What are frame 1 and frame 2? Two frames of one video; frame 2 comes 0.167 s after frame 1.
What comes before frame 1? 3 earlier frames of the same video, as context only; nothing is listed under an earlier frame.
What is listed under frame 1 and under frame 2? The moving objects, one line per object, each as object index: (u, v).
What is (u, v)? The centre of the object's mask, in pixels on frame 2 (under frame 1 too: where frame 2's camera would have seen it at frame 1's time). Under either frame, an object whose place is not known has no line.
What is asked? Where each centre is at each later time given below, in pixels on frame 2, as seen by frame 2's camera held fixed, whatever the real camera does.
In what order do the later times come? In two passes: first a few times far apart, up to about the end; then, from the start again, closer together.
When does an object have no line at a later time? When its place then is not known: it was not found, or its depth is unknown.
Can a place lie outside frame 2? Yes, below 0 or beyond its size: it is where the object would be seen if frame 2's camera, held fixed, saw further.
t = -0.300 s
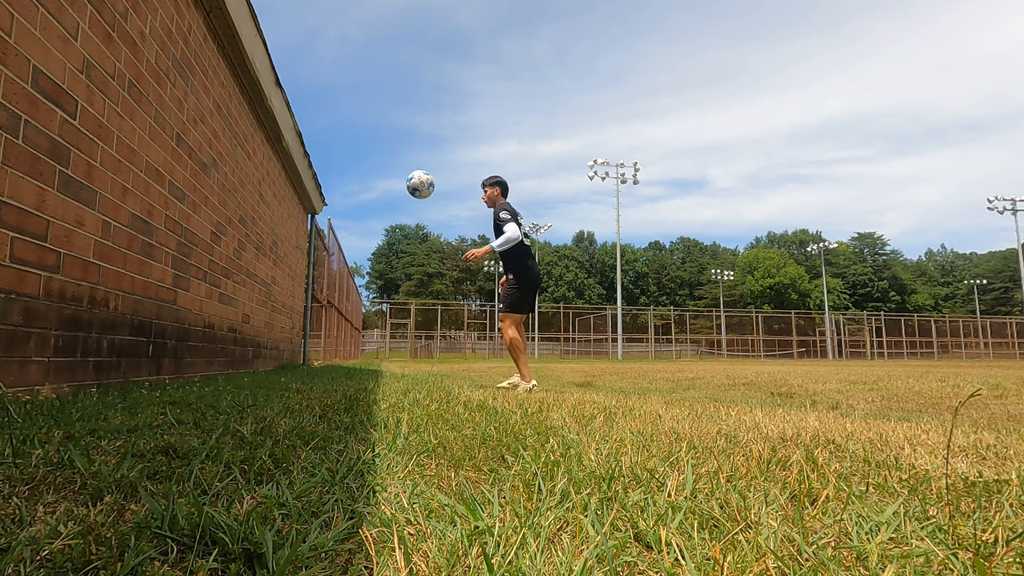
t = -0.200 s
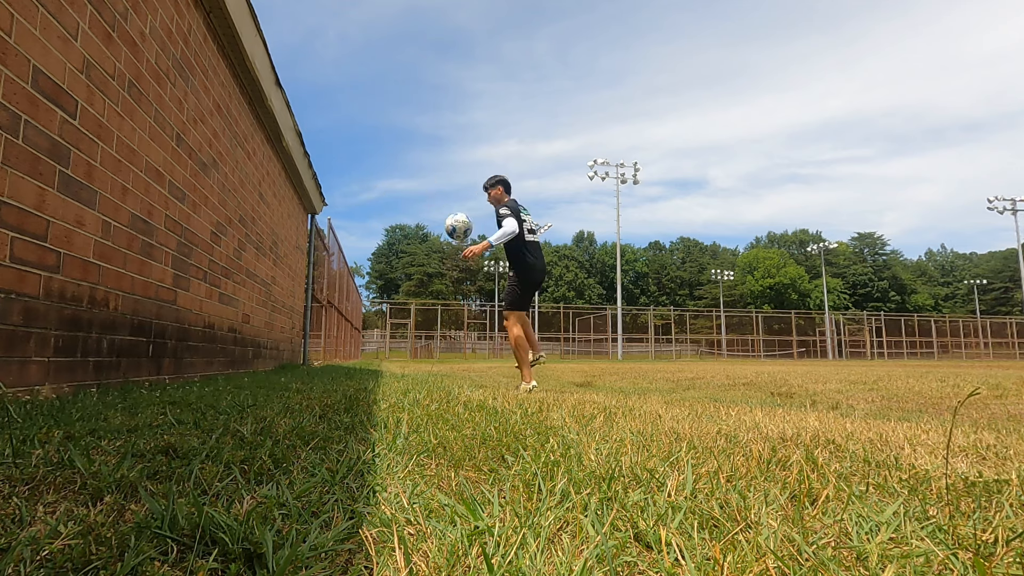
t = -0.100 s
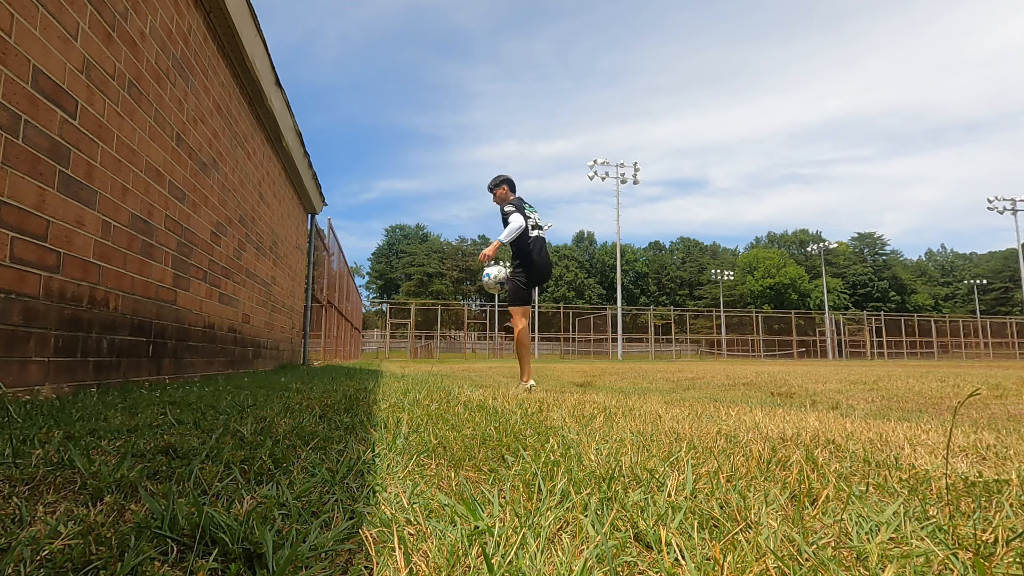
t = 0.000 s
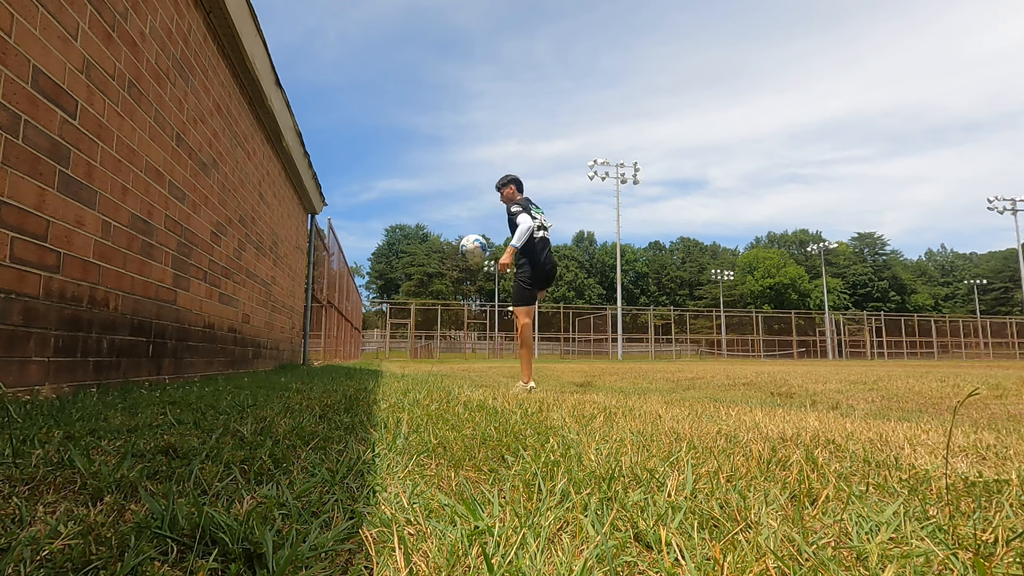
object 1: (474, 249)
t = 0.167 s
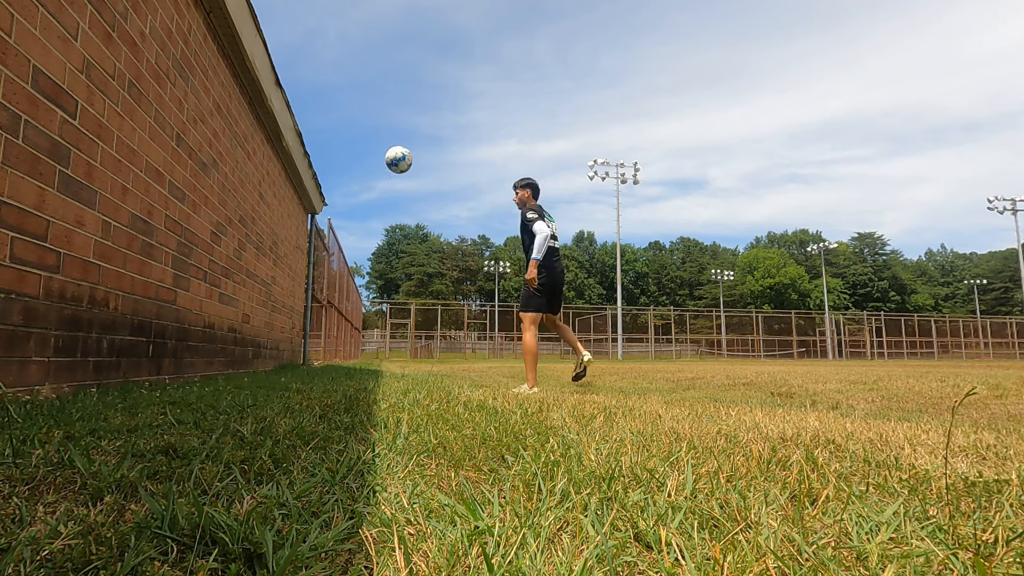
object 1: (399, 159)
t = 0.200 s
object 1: (384, 146)
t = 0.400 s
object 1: (297, 93)
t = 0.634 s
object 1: (316, 119)
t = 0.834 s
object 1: (353, 193)
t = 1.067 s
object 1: (392, 331)
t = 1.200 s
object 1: (411, 343)
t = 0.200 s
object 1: (384, 146)
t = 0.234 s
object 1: (369, 134)
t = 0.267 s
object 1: (355, 123)
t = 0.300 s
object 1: (341, 113)
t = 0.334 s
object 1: (326, 105)
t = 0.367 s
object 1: (312, 99)
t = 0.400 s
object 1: (297, 93)
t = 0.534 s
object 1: (296, 98)
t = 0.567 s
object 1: (303, 104)
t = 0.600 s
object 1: (309, 111)
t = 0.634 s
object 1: (316, 119)
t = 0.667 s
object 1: (322, 129)
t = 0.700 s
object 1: (329, 139)
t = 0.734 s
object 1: (335, 151)
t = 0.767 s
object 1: (341, 164)
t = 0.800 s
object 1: (347, 178)
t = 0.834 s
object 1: (353, 193)
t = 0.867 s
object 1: (359, 209)
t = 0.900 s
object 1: (365, 227)
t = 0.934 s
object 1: (370, 245)
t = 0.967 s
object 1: (376, 265)
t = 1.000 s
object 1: (381, 286)
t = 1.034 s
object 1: (387, 307)
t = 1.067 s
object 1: (392, 331)
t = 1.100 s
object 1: (397, 355)
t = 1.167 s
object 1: (407, 358)
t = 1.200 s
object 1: (411, 343)
